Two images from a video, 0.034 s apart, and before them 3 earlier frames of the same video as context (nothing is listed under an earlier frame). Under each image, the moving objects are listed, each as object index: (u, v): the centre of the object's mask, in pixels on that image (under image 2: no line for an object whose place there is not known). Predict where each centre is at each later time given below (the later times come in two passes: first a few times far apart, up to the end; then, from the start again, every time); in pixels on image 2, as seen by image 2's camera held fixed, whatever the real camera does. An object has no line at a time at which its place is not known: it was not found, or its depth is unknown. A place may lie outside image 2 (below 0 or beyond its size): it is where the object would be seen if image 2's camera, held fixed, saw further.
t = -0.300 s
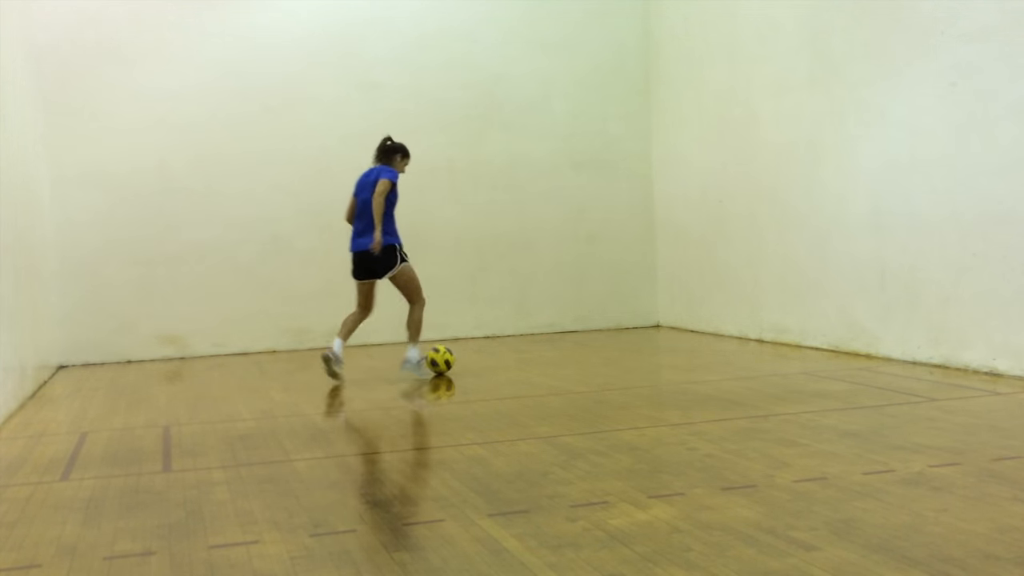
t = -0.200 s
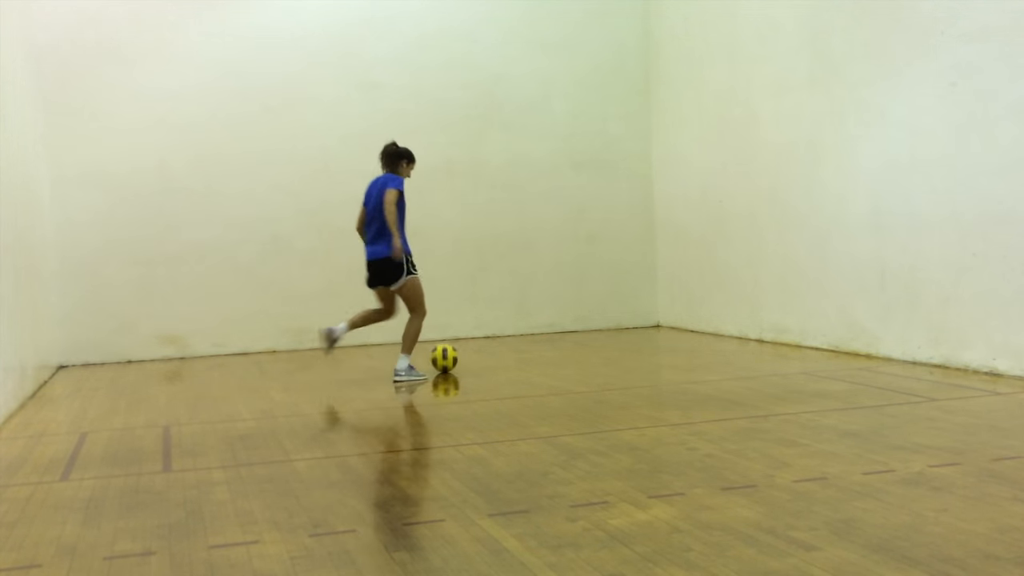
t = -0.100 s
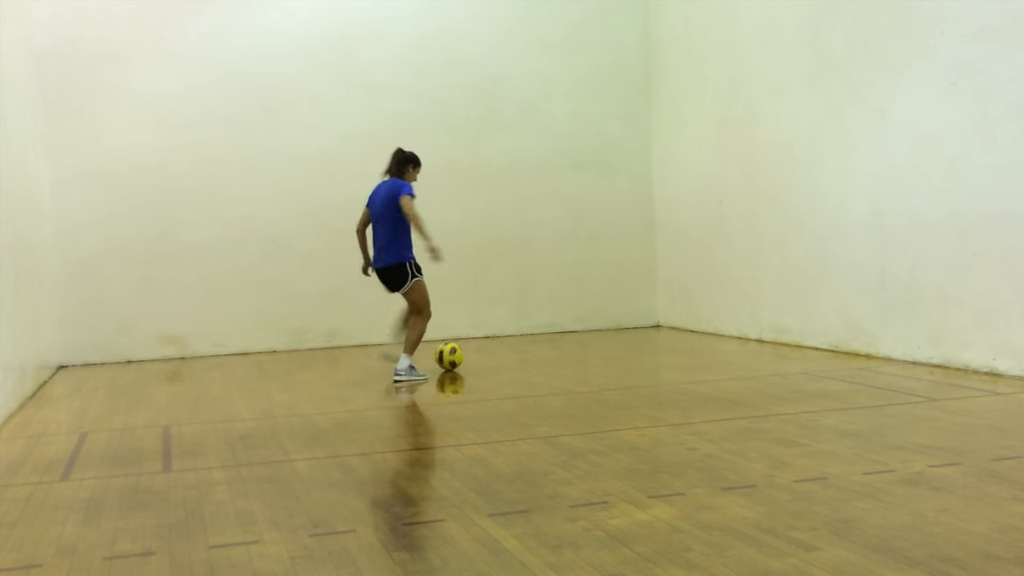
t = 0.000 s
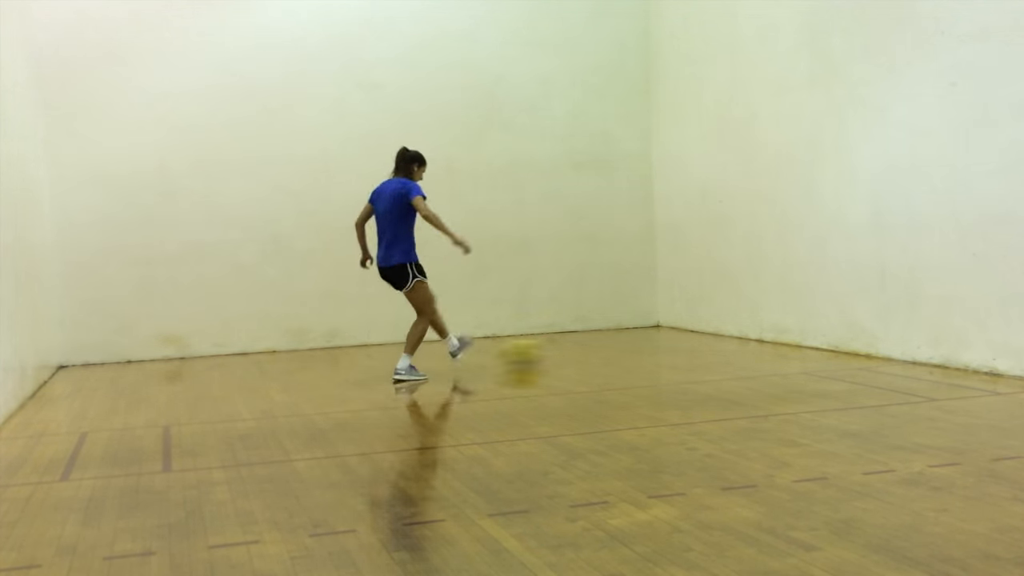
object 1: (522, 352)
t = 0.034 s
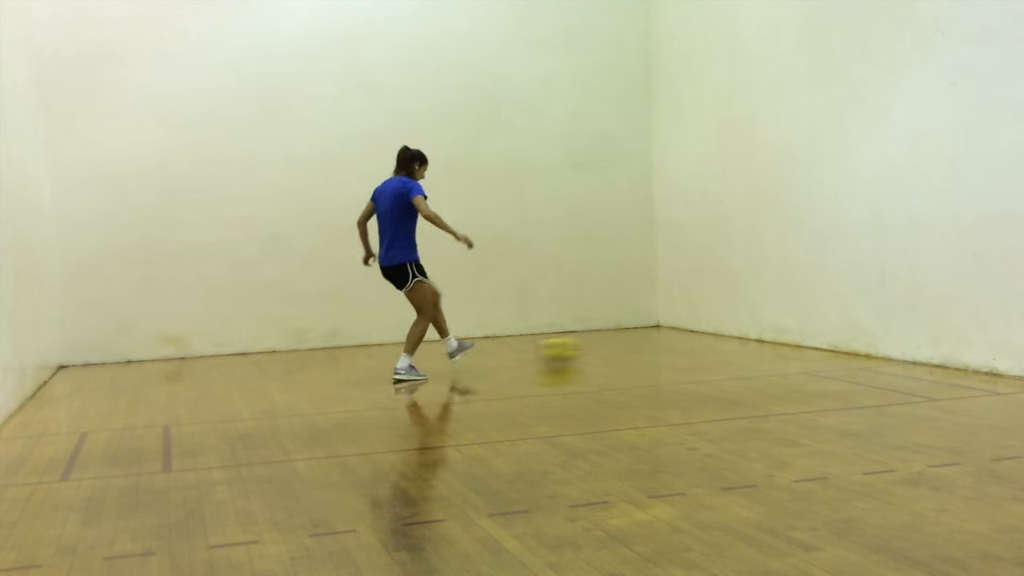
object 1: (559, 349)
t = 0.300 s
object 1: (807, 337)
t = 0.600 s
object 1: (634, 337)
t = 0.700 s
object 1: (575, 354)
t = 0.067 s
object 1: (593, 348)
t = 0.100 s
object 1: (626, 347)
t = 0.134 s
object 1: (656, 342)
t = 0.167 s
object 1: (690, 343)
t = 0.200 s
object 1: (720, 342)
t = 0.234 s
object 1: (750, 341)
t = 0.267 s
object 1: (780, 340)
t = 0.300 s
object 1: (807, 337)
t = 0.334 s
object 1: (794, 331)
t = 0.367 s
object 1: (774, 328)
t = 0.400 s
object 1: (754, 324)
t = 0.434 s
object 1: (735, 323)
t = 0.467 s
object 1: (715, 323)
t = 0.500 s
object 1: (695, 324)
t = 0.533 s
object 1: (675, 327)
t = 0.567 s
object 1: (654, 332)
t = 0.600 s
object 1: (634, 337)
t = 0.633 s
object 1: (613, 343)
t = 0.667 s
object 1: (593, 351)
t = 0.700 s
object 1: (575, 354)
